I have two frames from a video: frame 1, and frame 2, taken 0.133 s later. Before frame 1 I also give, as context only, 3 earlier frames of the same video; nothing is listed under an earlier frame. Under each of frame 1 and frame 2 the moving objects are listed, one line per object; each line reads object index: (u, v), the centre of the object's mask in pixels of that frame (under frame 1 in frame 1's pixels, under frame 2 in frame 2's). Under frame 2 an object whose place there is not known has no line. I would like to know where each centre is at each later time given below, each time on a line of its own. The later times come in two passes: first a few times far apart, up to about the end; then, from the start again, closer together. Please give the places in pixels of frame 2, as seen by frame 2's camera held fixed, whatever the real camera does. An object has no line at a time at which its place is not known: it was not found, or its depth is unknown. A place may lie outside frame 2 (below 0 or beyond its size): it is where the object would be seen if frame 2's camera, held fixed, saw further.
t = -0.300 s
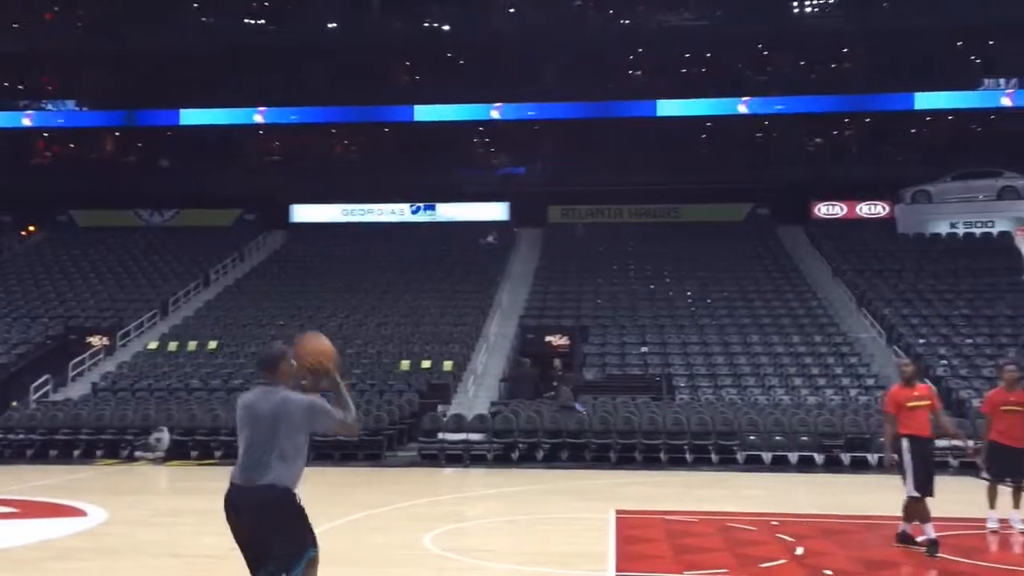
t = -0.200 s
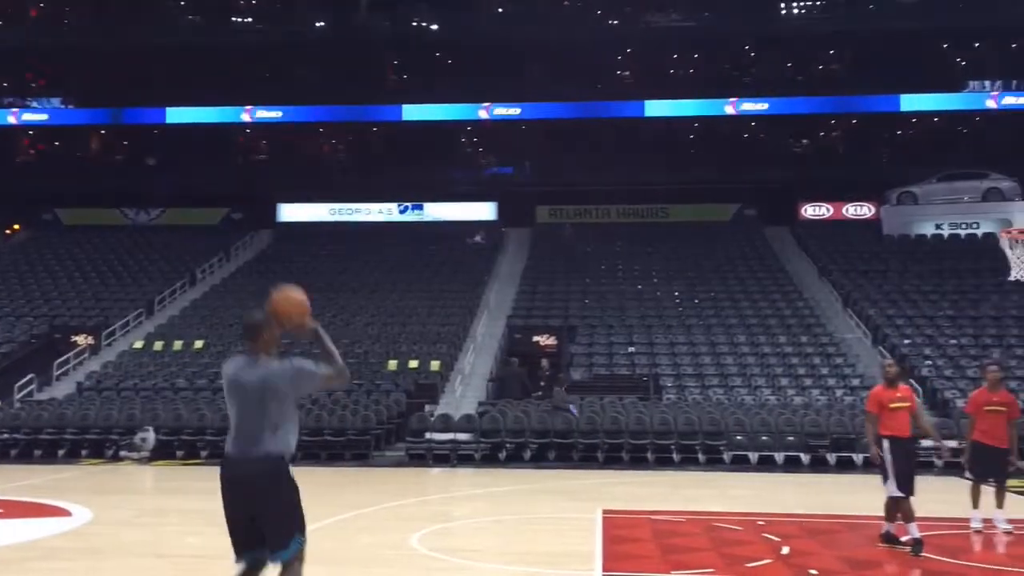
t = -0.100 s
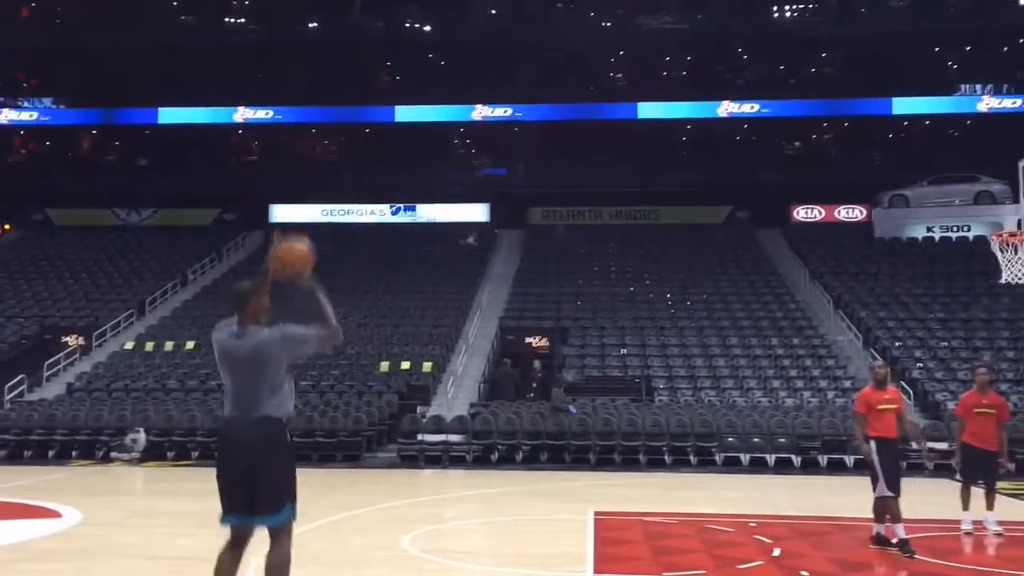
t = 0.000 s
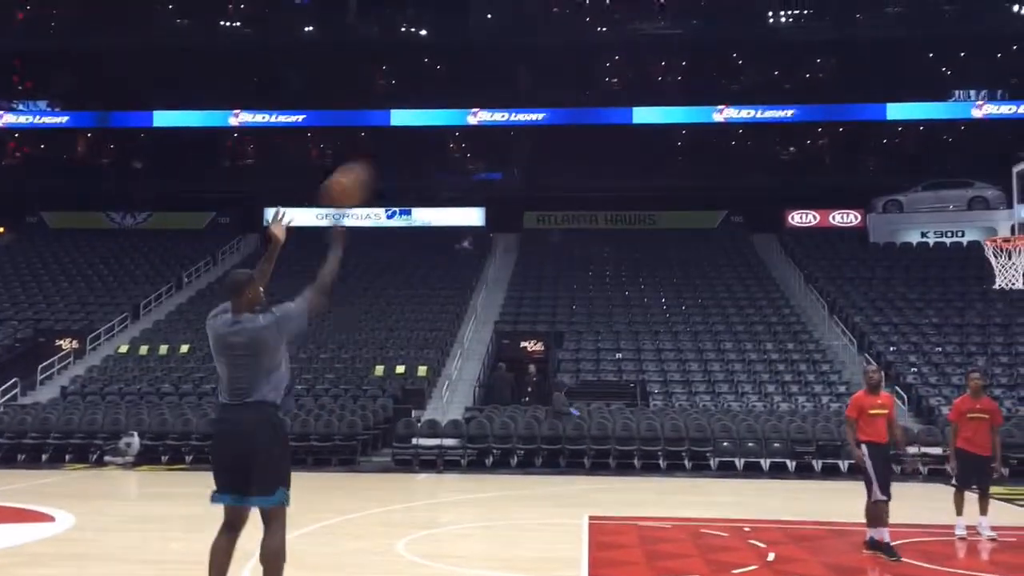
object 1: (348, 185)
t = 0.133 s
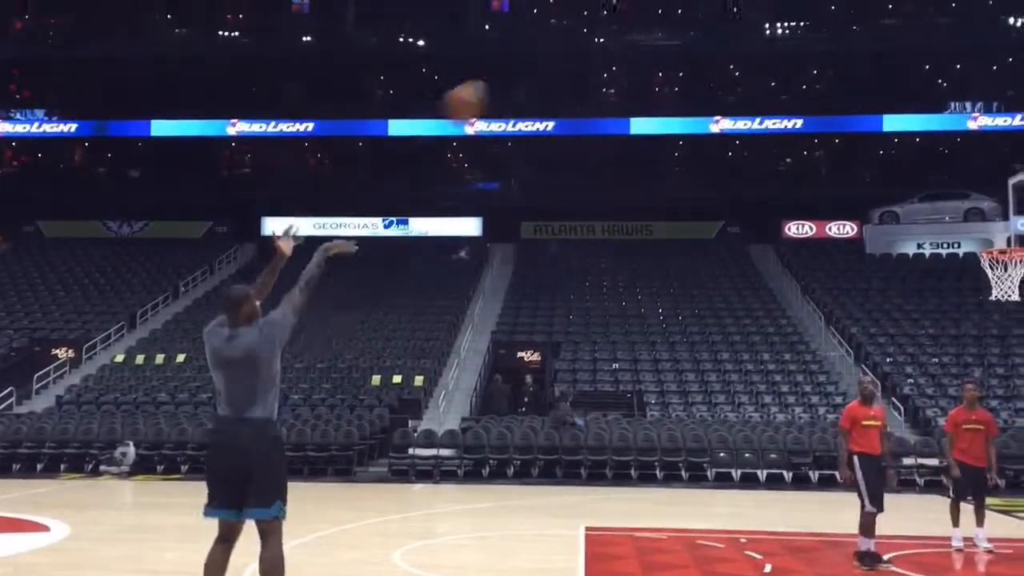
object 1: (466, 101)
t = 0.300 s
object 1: (588, 39)
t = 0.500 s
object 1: (710, 19)
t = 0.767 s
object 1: (840, 63)
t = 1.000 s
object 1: (936, 152)
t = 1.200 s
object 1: (999, 235)
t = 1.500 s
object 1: (972, 238)
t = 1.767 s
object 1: (897, 295)
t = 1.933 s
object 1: (857, 357)
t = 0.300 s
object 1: (588, 39)
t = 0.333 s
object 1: (610, 32)
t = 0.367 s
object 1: (631, 27)
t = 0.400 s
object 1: (652, 22)
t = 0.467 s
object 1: (690, 19)
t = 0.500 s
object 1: (710, 19)
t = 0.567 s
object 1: (745, 23)
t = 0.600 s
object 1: (761, 26)
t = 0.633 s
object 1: (778, 32)
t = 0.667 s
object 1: (795, 38)
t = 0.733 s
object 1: (826, 54)
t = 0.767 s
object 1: (840, 63)
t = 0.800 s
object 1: (855, 73)
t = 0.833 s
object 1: (869, 84)
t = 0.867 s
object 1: (883, 96)
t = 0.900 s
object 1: (896, 106)
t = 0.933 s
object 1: (910, 120)
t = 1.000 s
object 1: (936, 152)
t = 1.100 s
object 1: (972, 200)
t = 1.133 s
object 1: (986, 217)
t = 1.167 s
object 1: (997, 238)
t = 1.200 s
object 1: (999, 235)
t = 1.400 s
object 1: (995, 232)
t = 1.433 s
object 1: (990, 233)
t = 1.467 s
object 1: (981, 236)
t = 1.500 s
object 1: (972, 238)
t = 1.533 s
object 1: (962, 241)
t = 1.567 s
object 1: (951, 246)
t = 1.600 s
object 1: (941, 253)
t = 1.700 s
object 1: (914, 275)
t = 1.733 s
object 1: (906, 284)
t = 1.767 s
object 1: (897, 295)
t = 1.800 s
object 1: (888, 306)
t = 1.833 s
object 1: (881, 316)
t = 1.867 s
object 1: (872, 328)
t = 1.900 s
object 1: (864, 344)
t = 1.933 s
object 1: (857, 357)
